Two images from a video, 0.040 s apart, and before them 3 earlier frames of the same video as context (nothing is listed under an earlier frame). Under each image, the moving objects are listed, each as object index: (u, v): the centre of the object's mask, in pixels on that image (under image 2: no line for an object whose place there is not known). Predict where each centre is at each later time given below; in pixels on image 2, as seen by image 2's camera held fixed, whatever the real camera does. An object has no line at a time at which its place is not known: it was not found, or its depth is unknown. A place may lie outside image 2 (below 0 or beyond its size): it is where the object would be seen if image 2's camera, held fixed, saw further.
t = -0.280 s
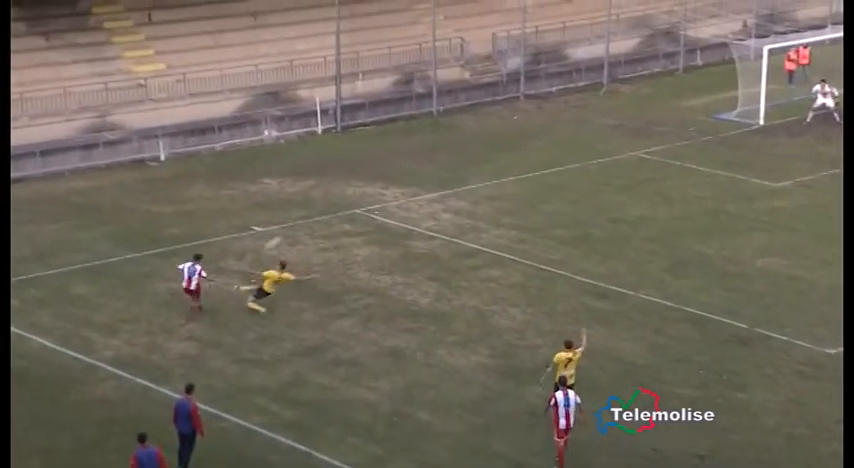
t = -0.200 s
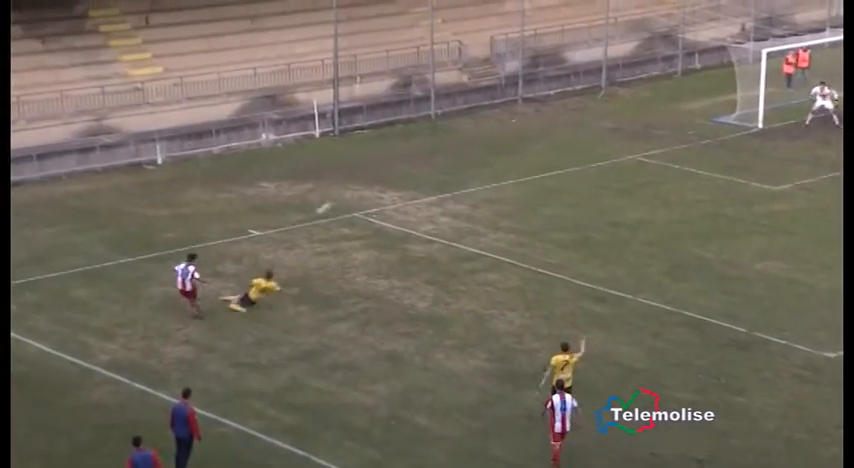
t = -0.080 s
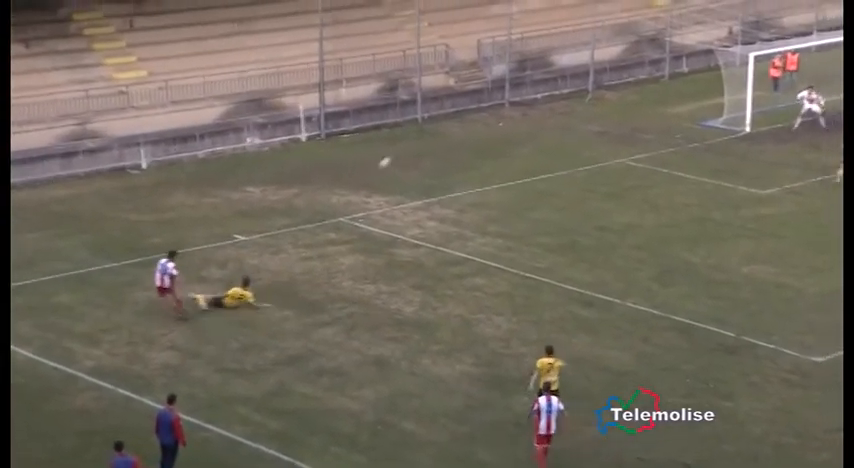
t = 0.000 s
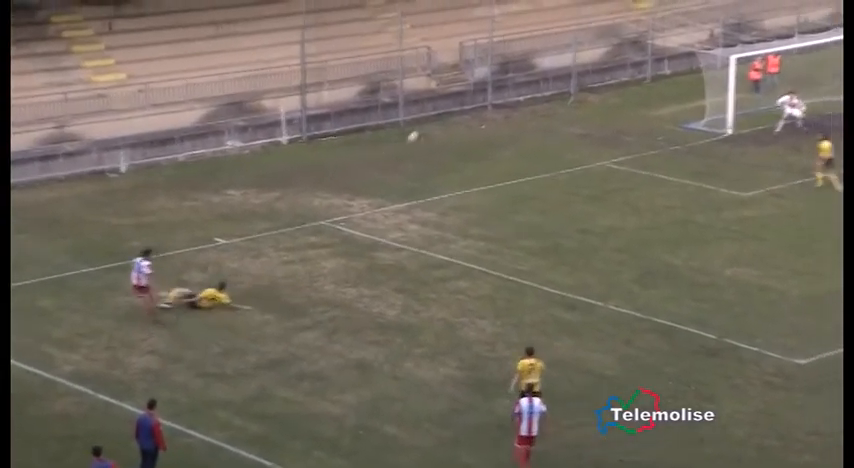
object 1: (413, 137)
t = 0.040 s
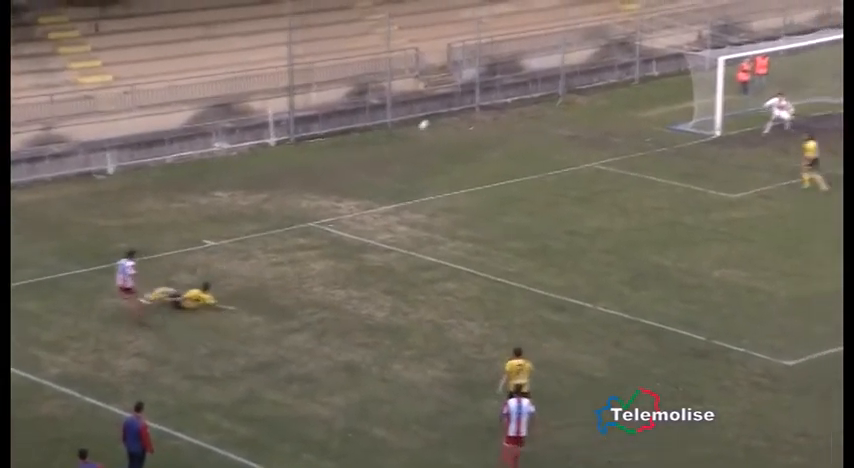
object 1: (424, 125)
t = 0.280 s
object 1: (548, 59)
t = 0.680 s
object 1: (727, 1)
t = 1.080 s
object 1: (885, -4)
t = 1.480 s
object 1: (1031, 36)
